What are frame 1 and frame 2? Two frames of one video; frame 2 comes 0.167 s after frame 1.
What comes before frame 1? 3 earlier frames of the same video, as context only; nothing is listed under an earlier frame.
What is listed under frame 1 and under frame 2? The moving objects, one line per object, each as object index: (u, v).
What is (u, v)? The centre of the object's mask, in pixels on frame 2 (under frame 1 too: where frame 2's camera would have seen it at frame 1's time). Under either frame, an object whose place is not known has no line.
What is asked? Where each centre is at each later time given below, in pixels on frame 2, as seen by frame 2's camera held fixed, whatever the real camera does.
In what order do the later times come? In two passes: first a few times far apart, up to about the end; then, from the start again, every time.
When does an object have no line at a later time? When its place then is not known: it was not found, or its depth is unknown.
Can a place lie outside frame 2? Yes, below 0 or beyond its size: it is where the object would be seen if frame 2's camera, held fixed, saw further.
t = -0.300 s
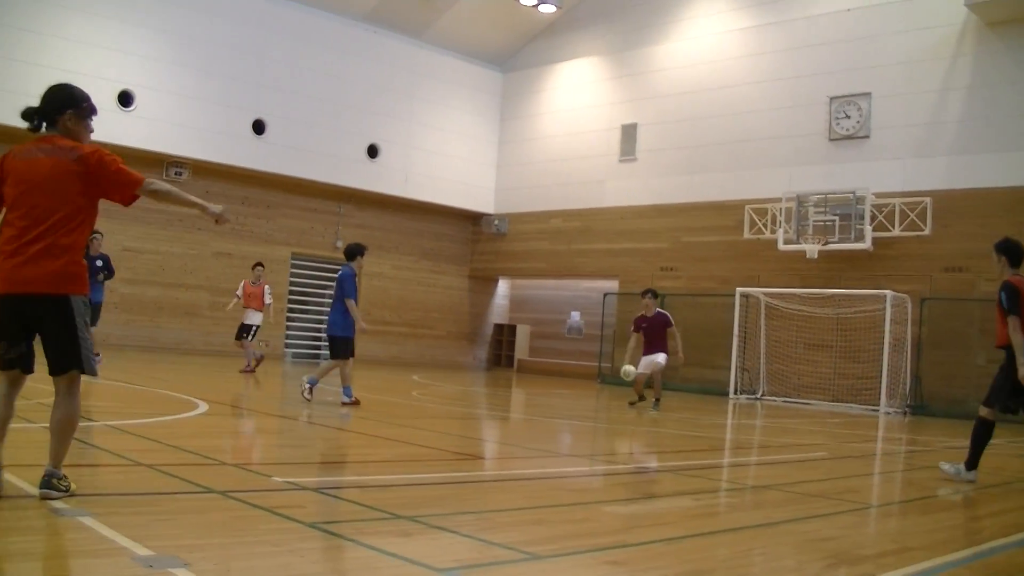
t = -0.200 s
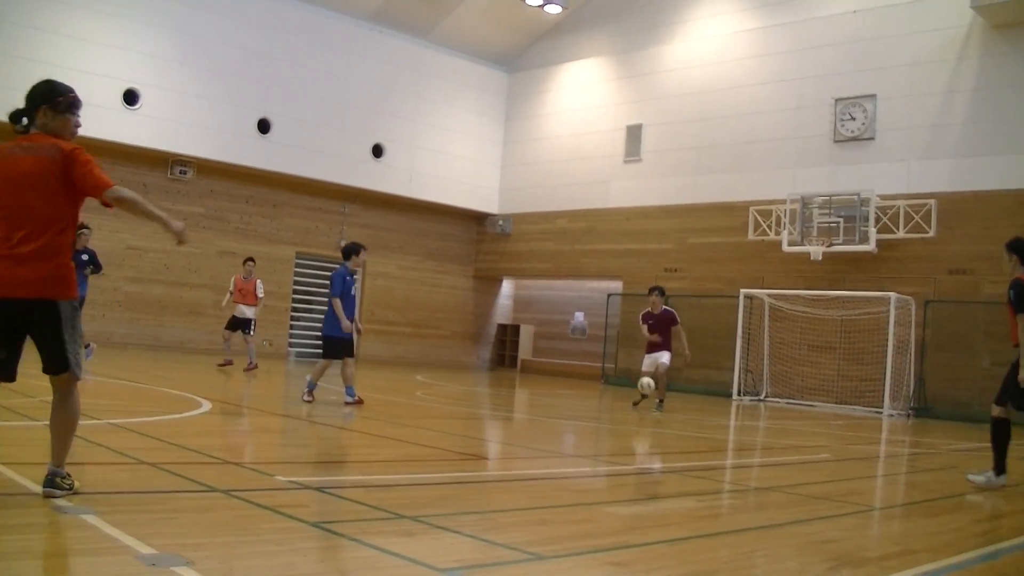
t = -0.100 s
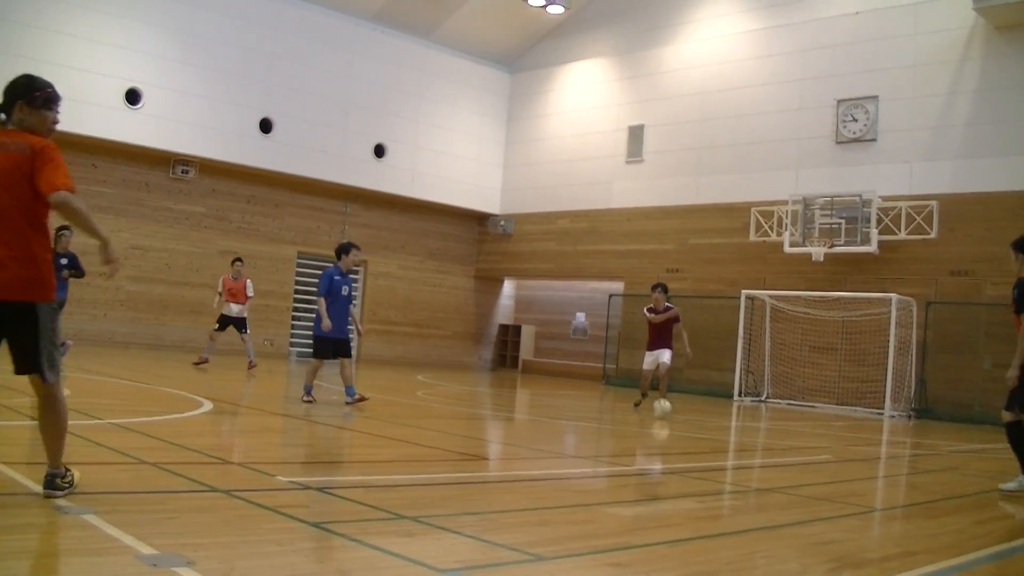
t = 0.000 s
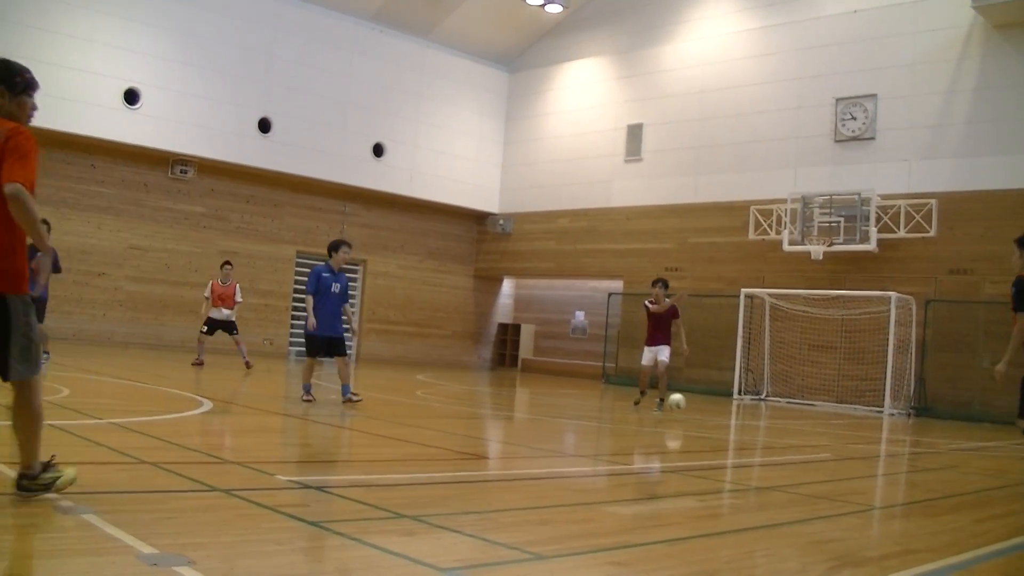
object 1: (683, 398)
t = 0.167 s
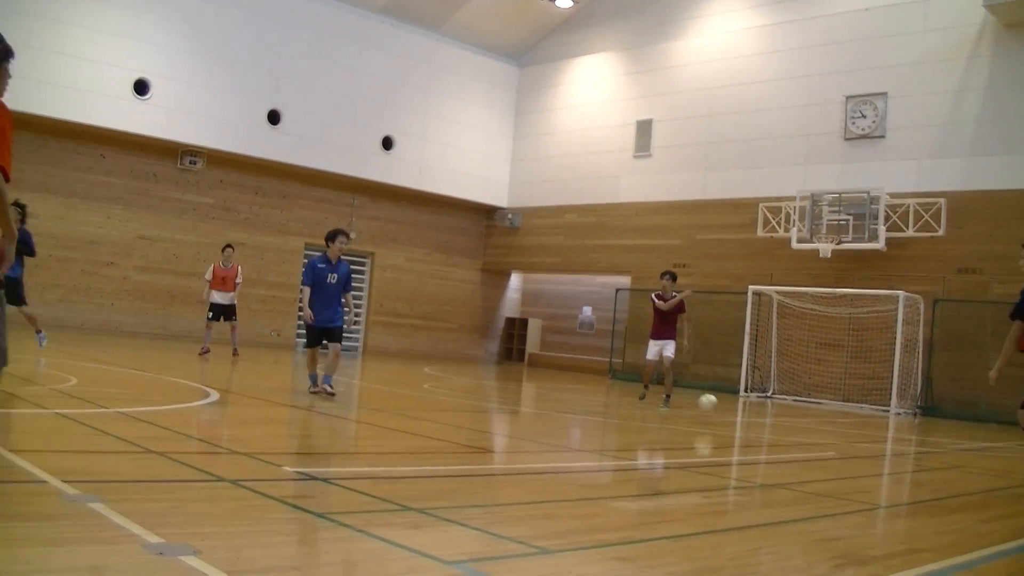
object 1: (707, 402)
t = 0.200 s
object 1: (713, 407)
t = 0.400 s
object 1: (748, 418)
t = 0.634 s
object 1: (797, 434)
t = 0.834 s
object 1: (851, 448)
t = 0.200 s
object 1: (713, 407)
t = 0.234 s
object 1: (718, 413)
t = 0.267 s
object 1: (723, 418)
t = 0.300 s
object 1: (729, 415)
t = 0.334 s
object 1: (735, 415)
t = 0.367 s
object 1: (741, 416)
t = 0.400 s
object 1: (748, 418)
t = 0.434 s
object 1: (753, 421)
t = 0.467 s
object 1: (761, 427)
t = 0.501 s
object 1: (768, 427)
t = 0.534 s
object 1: (775, 427)
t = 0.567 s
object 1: (782, 429)
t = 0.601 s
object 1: (790, 433)
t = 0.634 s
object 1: (797, 434)
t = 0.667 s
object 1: (805, 436)
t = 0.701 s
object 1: (813, 437)
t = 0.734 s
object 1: (823, 441)
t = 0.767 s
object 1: (831, 444)
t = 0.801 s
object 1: (839, 445)
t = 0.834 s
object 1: (851, 448)
